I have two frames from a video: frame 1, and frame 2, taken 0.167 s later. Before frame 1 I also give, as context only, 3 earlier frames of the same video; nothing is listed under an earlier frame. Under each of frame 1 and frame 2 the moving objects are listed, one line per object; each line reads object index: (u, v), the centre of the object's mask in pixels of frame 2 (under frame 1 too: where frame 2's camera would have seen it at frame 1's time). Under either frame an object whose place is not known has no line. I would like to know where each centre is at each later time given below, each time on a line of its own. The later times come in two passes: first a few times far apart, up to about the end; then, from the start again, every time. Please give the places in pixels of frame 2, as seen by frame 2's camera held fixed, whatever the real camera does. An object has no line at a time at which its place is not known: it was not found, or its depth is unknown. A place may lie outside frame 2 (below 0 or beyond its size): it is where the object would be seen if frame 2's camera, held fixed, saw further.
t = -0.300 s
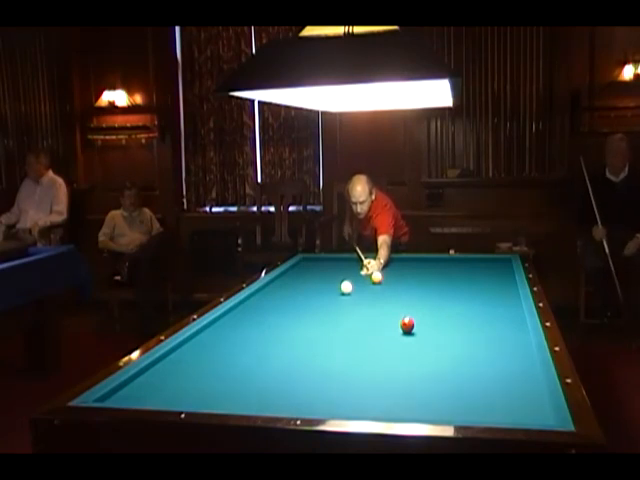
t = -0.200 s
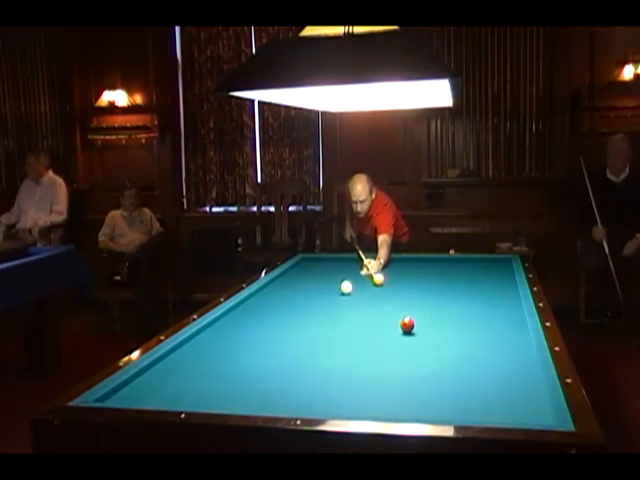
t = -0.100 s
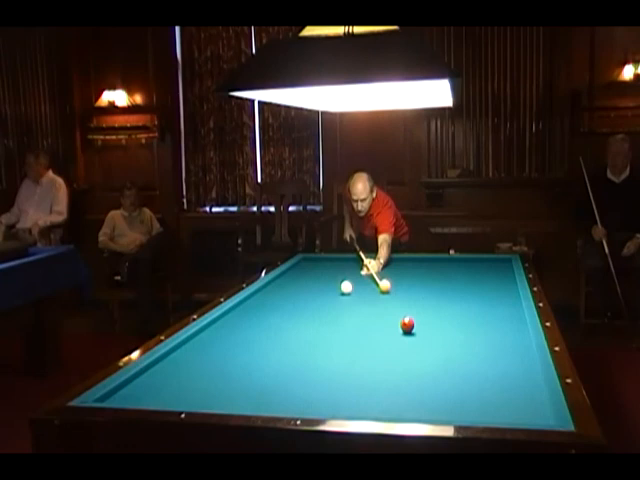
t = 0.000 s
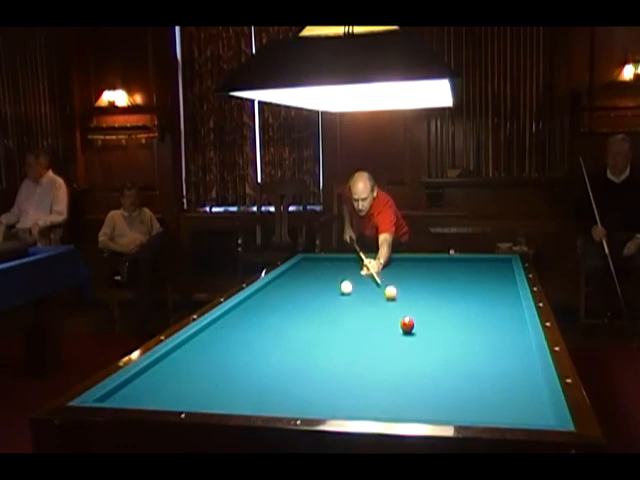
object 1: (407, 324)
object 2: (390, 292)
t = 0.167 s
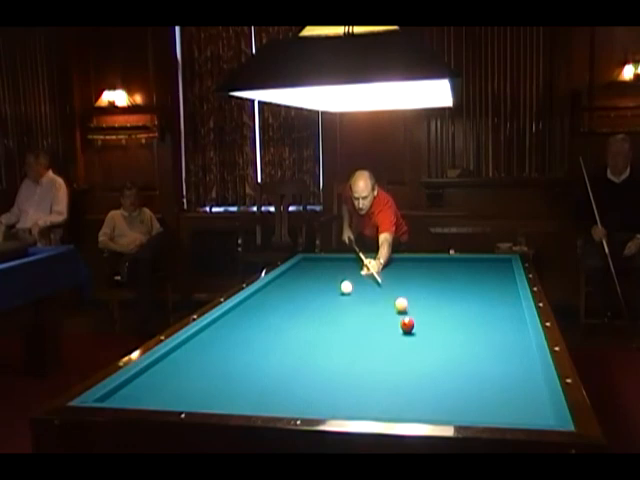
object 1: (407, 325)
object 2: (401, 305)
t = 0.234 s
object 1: (407, 324)
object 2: (405, 310)
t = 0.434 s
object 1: (396, 329)
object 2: (432, 325)
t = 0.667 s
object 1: (370, 338)
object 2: (483, 341)
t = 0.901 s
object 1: (342, 348)
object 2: (518, 360)
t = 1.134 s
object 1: (313, 359)
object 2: (482, 381)
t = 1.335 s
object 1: (286, 369)
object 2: (449, 401)
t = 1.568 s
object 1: (252, 381)
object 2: (403, 408)
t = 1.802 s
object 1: (215, 394)
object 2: (362, 393)
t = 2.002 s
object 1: (182, 401)
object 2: (332, 380)
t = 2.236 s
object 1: (178, 395)
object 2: (300, 367)
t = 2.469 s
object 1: (173, 388)
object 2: (273, 355)
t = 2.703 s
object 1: (170, 380)
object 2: (248, 345)
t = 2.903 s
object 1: (167, 374)
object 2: (230, 337)
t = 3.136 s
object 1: (164, 368)
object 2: (210, 329)
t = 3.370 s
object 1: (161, 362)
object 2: (228, 322)
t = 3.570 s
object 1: (166, 359)
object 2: (248, 318)
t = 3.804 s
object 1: (177, 355)
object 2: (270, 313)
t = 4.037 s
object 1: (187, 352)
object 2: (291, 308)
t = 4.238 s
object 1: (195, 349)
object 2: (308, 304)
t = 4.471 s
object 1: (203, 346)
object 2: (326, 299)
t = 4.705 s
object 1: (211, 344)
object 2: (343, 296)
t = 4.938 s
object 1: (218, 342)
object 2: (360, 292)
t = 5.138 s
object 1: (224, 340)
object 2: (372, 289)
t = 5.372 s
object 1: (230, 338)
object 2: (387, 285)
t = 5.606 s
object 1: (236, 336)
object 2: (400, 282)
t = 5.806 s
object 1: (240, 335)
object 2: (411, 279)
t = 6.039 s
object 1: (245, 333)
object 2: (423, 277)
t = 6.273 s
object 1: (250, 332)
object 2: (434, 274)
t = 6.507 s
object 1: (254, 331)
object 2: (444, 272)
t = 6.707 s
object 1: (257, 330)
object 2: (453, 270)
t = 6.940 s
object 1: (260, 329)
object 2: (462, 267)
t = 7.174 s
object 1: (263, 329)
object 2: (471, 265)
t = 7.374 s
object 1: (265, 328)
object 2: (478, 264)
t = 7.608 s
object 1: (267, 327)
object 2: (486, 262)
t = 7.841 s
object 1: (269, 327)
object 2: (493, 260)
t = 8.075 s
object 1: (270, 327)
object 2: (500, 259)
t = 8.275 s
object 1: (270, 327)
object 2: (505, 258)
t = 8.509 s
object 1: (270, 326)
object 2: (504, 259)
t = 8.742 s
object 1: (270, 326)
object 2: (501, 260)
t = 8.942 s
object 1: (270, 326)
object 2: (499, 260)
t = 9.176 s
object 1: (270, 327)
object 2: (496, 261)
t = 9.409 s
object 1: (270, 326)
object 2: (494, 261)
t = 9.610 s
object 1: (270, 326)
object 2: (492, 262)
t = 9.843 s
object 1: (270, 326)
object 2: (489, 263)
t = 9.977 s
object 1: (270, 326)
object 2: (489, 263)
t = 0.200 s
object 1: (407, 325)
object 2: (403, 308)
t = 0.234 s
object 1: (407, 324)
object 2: (405, 310)
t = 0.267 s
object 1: (407, 325)
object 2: (408, 311)
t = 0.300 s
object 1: (407, 325)
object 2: (411, 314)
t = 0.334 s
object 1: (407, 325)
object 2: (415, 318)
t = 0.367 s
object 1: (405, 326)
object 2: (418, 322)
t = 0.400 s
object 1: (401, 327)
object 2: (425, 323)
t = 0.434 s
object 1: (396, 329)
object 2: (432, 325)
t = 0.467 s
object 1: (392, 330)
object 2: (440, 327)
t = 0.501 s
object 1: (388, 332)
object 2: (447, 329)
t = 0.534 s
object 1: (385, 333)
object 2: (454, 332)
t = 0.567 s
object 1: (381, 335)
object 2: (461, 334)
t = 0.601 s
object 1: (377, 336)
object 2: (468, 336)
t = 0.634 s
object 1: (373, 337)
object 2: (475, 338)
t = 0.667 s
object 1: (370, 338)
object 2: (483, 341)
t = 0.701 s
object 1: (366, 340)
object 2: (491, 343)
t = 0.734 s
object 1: (362, 341)
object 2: (499, 346)
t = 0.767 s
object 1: (358, 342)
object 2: (507, 349)
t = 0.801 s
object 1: (354, 344)
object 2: (515, 352)
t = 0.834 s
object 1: (350, 345)
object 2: (524, 355)
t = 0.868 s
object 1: (346, 347)
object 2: (524, 357)
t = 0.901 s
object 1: (342, 348)
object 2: (518, 360)
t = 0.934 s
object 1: (338, 350)
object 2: (512, 363)
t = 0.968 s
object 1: (334, 351)
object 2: (506, 366)
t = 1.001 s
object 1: (330, 353)
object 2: (501, 369)
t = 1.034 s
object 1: (326, 354)
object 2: (497, 372)
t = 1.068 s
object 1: (322, 356)
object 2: (492, 375)
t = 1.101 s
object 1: (317, 357)
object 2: (487, 378)
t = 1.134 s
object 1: (313, 359)
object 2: (482, 381)
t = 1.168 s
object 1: (308, 361)
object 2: (477, 384)
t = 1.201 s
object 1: (304, 362)
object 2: (471, 387)
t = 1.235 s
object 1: (300, 364)
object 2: (466, 391)
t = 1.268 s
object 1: (295, 365)
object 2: (460, 394)
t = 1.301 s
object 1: (290, 367)
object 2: (454, 398)
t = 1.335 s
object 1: (286, 369)
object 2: (449, 401)
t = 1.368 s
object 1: (281, 370)
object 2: (442, 405)
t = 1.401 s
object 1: (276, 372)
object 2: (436, 407)
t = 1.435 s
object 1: (271, 374)
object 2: (430, 410)
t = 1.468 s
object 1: (267, 376)
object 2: (423, 411)
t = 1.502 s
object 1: (262, 378)
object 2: (417, 412)
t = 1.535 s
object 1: (257, 379)
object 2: (410, 410)
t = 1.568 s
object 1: (252, 381)
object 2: (403, 408)
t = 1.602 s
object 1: (247, 383)
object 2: (397, 406)
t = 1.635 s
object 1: (242, 384)
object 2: (391, 404)
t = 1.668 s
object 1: (237, 387)
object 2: (385, 403)
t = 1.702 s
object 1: (231, 389)
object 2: (379, 400)
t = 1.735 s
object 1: (226, 390)
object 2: (374, 398)
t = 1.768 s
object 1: (221, 392)
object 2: (368, 395)
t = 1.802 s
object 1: (215, 394)
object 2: (362, 393)
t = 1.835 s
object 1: (210, 395)
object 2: (357, 391)
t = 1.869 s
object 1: (204, 396)
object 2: (352, 388)
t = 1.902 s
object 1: (199, 398)
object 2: (347, 386)
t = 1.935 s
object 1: (193, 399)
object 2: (342, 384)
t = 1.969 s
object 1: (188, 400)
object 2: (337, 382)
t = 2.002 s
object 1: (182, 401)
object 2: (332, 380)
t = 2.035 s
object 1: (181, 400)
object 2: (327, 378)
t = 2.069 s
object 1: (181, 399)
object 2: (322, 376)
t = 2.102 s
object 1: (181, 398)
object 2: (318, 374)
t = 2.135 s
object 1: (180, 398)
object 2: (313, 373)
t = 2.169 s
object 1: (179, 397)
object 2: (309, 371)
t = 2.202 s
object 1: (179, 396)
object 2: (304, 369)
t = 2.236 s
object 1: (178, 395)
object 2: (300, 367)
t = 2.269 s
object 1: (177, 395)
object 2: (296, 365)
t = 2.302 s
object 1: (176, 394)
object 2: (292, 363)
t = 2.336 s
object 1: (176, 392)
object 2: (288, 362)
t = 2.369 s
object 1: (175, 392)
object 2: (284, 360)
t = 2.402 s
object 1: (175, 390)
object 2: (280, 358)
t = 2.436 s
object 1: (174, 389)
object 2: (276, 357)
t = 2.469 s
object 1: (173, 388)
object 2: (273, 355)
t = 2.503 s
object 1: (173, 386)
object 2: (269, 354)
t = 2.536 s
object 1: (173, 385)
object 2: (265, 352)
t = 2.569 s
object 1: (172, 384)
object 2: (262, 351)
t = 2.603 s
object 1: (171, 383)
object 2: (259, 349)
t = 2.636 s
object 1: (171, 382)
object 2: (255, 348)
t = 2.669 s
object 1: (170, 381)
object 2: (252, 346)
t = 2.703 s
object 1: (170, 380)
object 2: (248, 345)
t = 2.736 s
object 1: (170, 379)
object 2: (245, 344)
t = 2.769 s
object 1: (169, 378)
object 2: (242, 342)
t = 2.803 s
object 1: (168, 377)
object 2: (239, 341)
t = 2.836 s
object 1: (168, 377)
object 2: (236, 340)
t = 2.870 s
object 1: (167, 375)
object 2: (232, 338)
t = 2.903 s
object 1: (167, 374)
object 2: (230, 337)
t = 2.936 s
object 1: (166, 373)
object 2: (227, 336)
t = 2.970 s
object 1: (166, 372)
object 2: (224, 335)
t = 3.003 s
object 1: (166, 371)
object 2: (221, 334)
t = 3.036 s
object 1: (165, 371)
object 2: (218, 333)
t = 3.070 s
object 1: (165, 370)
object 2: (215, 332)
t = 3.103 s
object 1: (164, 369)
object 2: (213, 330)
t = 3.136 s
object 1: (164, 368)
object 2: (210, 329)
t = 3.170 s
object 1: (163, 367)
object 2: (207, 328)
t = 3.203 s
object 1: (163, 366)
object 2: (208, 327)
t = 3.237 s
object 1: (162, 366)
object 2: (213, 326)
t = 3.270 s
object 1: (162, 365)
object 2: (217, 325)
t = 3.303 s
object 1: (162, 364)
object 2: (221, 324)
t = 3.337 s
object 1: (162, 363)
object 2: (224, 323)
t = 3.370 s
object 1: (161, 362)
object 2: (228, 322)
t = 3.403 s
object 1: (161, 361)
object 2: (231, 322)
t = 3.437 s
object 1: (161, 361)
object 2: (235, 321)
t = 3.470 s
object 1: (162, 360)
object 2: (238, 320)
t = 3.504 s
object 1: (163, 360)
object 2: (241, 319)
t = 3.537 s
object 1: (165, 359)
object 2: (245, 319)
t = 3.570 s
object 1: (166, 359)
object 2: (248, 318)
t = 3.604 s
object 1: (168, 358)
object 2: (251, 317)
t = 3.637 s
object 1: (170, 358)
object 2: (255, 316)
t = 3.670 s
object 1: (171, 357)
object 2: (258, 315)
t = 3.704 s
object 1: (173, 356)
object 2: (261, 315)
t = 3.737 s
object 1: (174, 356)
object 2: (264, 314)
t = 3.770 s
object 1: (175, 355)
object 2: (267, 313)
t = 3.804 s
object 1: (177, 355)
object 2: (270, 313)
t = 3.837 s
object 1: (178, 355)
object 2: (273, 312)
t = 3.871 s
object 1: (180, 354)
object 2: (277, 311)
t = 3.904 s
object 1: (181, 353)
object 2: (279, 310)
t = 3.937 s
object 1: (183, 353)
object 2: (283, 310)
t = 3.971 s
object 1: (184, 353)
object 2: (285, 309)
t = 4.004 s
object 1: (186, 352)
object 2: (288, 308)
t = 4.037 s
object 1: (187, 352)
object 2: (291, 308)
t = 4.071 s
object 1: (188, 351)
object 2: (294, 307)
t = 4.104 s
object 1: (190, 351)
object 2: (297, 307)
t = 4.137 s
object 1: (191, 351)
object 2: (300, 306)
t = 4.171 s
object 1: (192, 350)
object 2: (302, 305)
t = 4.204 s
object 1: (193, 350)
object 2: (305, 305)
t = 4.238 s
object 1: (195, 349)
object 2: (308, 304)
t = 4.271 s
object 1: (196, 349)
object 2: (310, 303)
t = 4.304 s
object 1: (197, 348)
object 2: (313, 303)
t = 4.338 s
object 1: (199, 348)
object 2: (316, 302)
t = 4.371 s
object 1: (200, 348)
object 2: (318, 301)
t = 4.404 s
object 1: (201, 347)
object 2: (321, 301)
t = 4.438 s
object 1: (202, 347)
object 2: (324, 300)
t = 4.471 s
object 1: (203, 346)
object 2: (326, 299)
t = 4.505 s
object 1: (204, 346)
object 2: (329, 299)
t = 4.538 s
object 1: (205, 346)
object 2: (331, 298)
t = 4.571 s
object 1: (207, 345)
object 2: (334, 298)
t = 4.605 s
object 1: (208, 345)
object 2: (336, 297)
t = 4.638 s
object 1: (209, 345)
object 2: (338, 297)
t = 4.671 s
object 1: (210, 344)
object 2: (340, 296)
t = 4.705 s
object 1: (211, 344)
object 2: (343, 296)
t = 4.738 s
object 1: (212, 344)
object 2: (346, 295)
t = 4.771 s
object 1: (213, 343)
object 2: (348, 295)
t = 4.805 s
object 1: (214, 343)
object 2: (351, 294)
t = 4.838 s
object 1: (215, 342)
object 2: (353, 293)
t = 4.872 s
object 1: (216, 342)
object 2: (356, 293)
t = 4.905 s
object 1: (217, 342)
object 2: (358, 292)
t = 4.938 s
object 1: (218, 342)
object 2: (360, 292)
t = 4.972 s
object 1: (219, 341)
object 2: (362, 291)
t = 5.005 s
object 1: (220, 341)
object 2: (364, 291)
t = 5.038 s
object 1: (221, 341)
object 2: (366, 291)
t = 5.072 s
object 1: (222, 341)
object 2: (368, 290)
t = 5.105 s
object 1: (223, 340)
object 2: (370, 289)
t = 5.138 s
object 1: (224, 340)
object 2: (372, 289)
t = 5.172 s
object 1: (225, 340)
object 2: (375, 288)
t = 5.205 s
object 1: (226, 339)
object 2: (377, 288)
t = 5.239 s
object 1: (227, 339)
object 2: (379, 287)
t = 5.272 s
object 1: (228, 338)
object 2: (381, 287)
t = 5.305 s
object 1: (228, 338)
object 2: (383, 286)
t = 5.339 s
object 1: (229, 338)
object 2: (385, 285)
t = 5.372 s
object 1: (230, 338)
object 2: (387, 285)
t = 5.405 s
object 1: (231, 338)
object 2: (389, 285)
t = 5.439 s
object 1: (232, 337)
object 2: (391, 284)
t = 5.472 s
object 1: (232, 337)
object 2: (392, 284)
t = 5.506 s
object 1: (233, 337)
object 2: (394, 284)
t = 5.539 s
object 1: (234, 337)
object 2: (396, 283)
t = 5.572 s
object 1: (235, 337)
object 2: (398, 283)
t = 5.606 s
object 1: (236, 336)
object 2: (400, 282)
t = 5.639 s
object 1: (237, 336)
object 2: (402, 282)
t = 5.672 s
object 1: (237, 336)
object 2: (404, 281)
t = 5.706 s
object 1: (238, 335)
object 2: (406, 281)
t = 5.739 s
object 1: (239, 335)
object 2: (407, 280)
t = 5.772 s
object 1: (239, 335)
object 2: (409, 280)
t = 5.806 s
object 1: (240, 335)
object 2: (411, 279)
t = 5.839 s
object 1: (241, 334)
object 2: (413, 279)
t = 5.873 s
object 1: (242, 334)
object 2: (414, 279)
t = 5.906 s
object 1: (242, 334)
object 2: (416, 279)
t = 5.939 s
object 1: (243, 334)
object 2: (418, 278)
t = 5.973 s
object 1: (244, 334)
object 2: (420, 278)
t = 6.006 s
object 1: (245, 334)
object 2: (421, 277)
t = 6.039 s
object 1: (245, 333)
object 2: (423, 277)
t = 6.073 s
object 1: (246, 333)
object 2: (425, 277)
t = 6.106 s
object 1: (247, 333)
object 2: (426, 276)
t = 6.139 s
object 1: (247, 333)
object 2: (428, 276)
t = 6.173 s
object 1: (248, 333)
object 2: (429, 275)
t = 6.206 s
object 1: (248, 332)
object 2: (431, 275)
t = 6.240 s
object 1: (249, 332)
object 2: (432, 275)
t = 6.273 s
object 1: (250, 332)
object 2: (434, 274)
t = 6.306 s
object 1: (250, 332)
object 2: (435, 274)
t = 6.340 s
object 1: (251, 332)
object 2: (437, 274)
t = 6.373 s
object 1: (252, 332)
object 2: (438, 273)
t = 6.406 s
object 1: (252, 332)
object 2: (439, 273)
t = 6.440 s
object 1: (253, 331)
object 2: (441, 272)
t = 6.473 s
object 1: (253, 331)
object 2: (443, 272)
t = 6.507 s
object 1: (254, 331)
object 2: (444, 272)
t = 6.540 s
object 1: (254, 331)
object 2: (446, 271)
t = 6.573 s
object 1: (255, 331)
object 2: (447, 271)
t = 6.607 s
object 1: (256, 330)
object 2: (449, 271)
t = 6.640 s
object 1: (256, 330)
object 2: (450, 270)
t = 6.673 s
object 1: (256, 330)
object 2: (451, 270)
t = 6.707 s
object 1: (257, 330)
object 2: (453, 270)
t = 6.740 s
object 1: (257, 330)
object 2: (454, 269)
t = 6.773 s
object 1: (258, 330)
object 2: (455, 269)
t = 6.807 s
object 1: (258, 330)
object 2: (457, 269)
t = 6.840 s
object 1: (259, 330)
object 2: (458, 268)
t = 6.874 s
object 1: (259, 329)
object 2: (459, 268)
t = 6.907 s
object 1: (260, 329)
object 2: (461, 267)
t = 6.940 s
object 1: (260, 329)
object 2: (462, 267)
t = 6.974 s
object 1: (261, 329)
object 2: (463, 267)
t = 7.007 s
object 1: (261, 329)
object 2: (464, 267)
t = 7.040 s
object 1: (261, 329)
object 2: (466, 267)
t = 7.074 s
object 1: (262, 329)
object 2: (467, 266)
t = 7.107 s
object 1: (262, 329)
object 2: (468, 266)
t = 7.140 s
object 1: (263, 329)
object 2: (469, 266)
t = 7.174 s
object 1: (263, 329)
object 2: (471, 265)
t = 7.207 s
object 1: (263, 328)
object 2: (472, 265)
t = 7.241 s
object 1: (264, 328)
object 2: (473, 265)
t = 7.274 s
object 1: (264, 328)
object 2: (474, 264)
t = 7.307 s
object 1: (264, 328)
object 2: (475, 264)
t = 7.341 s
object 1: (264, 328)
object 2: (477, 264)
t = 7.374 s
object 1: (265, 328)
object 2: (478, 264)
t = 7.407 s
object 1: (265, 328)
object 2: (479, 263)
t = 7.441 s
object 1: (265, 328)
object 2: (480, 263)
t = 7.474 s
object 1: (266, 328)
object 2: (481, 263)
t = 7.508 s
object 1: (266, 328)
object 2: (482, 263)
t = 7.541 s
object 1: (266, 328)
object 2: (483, 262)
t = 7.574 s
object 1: (267, 328)
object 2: (484, 262)
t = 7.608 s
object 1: (267, 327)
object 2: (486, 262)
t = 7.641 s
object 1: (267, 327)
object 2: (487, 262)
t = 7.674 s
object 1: (267, 327)
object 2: (488, 262)
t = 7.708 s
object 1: (267, 327)
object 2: (489, 261)
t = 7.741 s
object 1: (268, 327)
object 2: (490, 261)
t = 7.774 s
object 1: (268, 327)
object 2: (491, 261)
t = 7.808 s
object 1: (268, 327)
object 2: (492, 261)
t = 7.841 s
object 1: (269, 327)
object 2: (493, 260)
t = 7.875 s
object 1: (269, 327)
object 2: (494, 260)
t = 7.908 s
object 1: (269, 327)
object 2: (495, 260)
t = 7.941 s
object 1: (269, 327)
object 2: (496, 260)
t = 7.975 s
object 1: (269, 327)
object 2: (497, 259)
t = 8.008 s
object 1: (269, 327)
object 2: (498, 259)
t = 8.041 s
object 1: (269, 327)
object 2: (499, 259)
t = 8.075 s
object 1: (270, 327)
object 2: (500, 259)
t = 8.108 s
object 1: (270, 327)
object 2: (501, 258)
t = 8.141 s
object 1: (270, 327)
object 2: (502, 258)
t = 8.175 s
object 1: (270, 327)
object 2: (503, 258)
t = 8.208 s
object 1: (270, 327)
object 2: (504, 258)
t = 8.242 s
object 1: (270, 327)
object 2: (504, 258)
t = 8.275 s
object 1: (270, 327)
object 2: (505, 258)
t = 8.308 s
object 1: (270, 327)
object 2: (505, 258)
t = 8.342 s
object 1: (270, 327)
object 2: (505, 258)
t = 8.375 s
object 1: (270, 327)
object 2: (505, 259)
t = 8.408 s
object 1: (270, 327)
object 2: (505, 259)
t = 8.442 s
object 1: (270, 327)
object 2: (504, 259)
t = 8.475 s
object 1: (270, 327)
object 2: (504, 259)
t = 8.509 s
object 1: (270, 326)
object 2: (504, 259)
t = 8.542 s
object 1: (270, 326)
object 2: (503, 259)
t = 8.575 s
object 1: (270, 326)
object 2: (503, 259)
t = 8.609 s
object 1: (270, 326)
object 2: (503, 259)
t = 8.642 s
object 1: (270, 326)
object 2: (502, 259)
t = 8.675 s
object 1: (270, 326)
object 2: (502, 259)
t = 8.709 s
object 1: (270, 327)
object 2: (501, 259)
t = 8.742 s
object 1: (270, 326)
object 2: (501, 260)
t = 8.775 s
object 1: (270, 326)
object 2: (500, 260)
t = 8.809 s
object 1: (270, 326)
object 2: (500, 260)
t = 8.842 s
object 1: (270, 326)
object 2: (500, 260)
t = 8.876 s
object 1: (270, 326)
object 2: (499, 260)
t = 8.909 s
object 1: (270, 326)
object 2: (499, 260)
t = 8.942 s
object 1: (270, 326)
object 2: (499, 260)
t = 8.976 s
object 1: (270, 326)
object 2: (498, 260)
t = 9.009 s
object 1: (270, 326)
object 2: (498, 260)
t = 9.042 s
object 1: (270, 326)
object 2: (498, 261)
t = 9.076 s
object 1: (270, 327)
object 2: (497, 261)
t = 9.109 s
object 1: (270, 327)
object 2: (497, 261)
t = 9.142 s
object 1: (270, 327)
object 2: (496, 261)
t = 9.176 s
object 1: (270, 327)
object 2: (496, 261)
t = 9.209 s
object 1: (270, 326)
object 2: (496, 261)
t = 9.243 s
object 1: (270, 326)
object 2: (495, 261)
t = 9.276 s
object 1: (270, 326)
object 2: (495, 261)
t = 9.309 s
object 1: (270, 326)
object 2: (494, 261)
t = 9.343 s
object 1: (270, 326)
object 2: (494, 261)
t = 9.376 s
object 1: (270, 326)
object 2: (494, 261)
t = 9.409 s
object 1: (270, 326)
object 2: (494, 261)
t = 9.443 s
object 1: (270, 326)
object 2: (493, 262)
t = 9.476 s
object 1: (270, 327)
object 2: (493, 262)
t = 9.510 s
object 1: (270, 327)
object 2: (492, 262)
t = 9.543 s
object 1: (270, 327)
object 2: (492, 262)
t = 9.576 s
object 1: (270, 326)
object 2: (492, 262)
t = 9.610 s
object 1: (270, 326)
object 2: (492, 262)
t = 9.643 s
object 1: (270, 326)
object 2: (491, 262)
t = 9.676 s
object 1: (269, 327)
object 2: (491, 262)
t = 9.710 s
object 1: (270, 327)
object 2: (490, 262)
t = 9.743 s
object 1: (270, 326)
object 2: (490, 262)
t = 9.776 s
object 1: (270, 327)
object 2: (490, 263)
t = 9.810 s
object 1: (270, 326)
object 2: (490, 263)
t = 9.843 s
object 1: (270, 326)
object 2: (489, 263)
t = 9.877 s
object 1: (270, 326)
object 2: (489, 263)
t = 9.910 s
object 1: (270, 326)
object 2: (489, 263)
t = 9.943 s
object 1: (270, 327)
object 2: (489, 263)
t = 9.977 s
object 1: (270, 326)
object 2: (489, 263)
